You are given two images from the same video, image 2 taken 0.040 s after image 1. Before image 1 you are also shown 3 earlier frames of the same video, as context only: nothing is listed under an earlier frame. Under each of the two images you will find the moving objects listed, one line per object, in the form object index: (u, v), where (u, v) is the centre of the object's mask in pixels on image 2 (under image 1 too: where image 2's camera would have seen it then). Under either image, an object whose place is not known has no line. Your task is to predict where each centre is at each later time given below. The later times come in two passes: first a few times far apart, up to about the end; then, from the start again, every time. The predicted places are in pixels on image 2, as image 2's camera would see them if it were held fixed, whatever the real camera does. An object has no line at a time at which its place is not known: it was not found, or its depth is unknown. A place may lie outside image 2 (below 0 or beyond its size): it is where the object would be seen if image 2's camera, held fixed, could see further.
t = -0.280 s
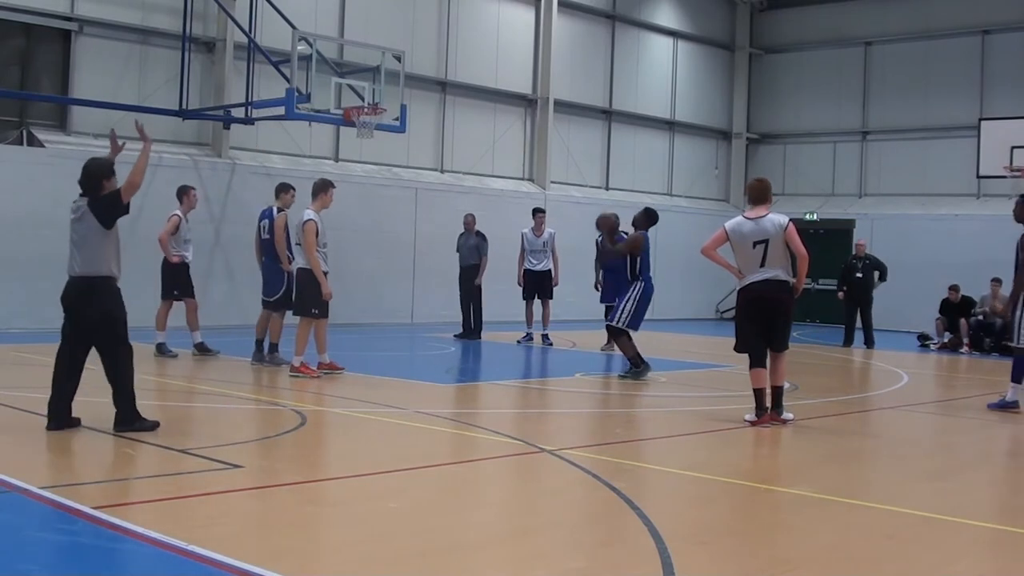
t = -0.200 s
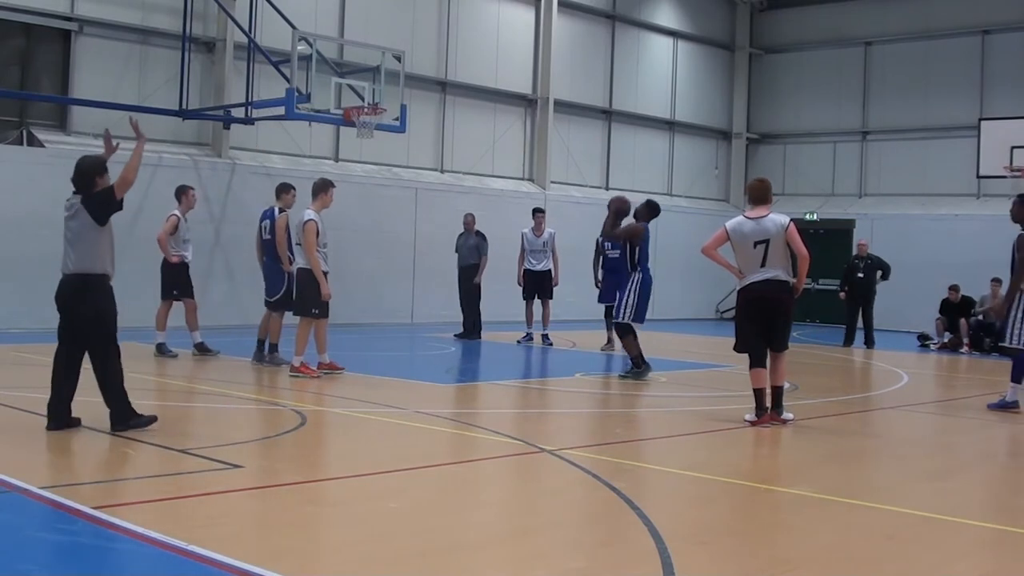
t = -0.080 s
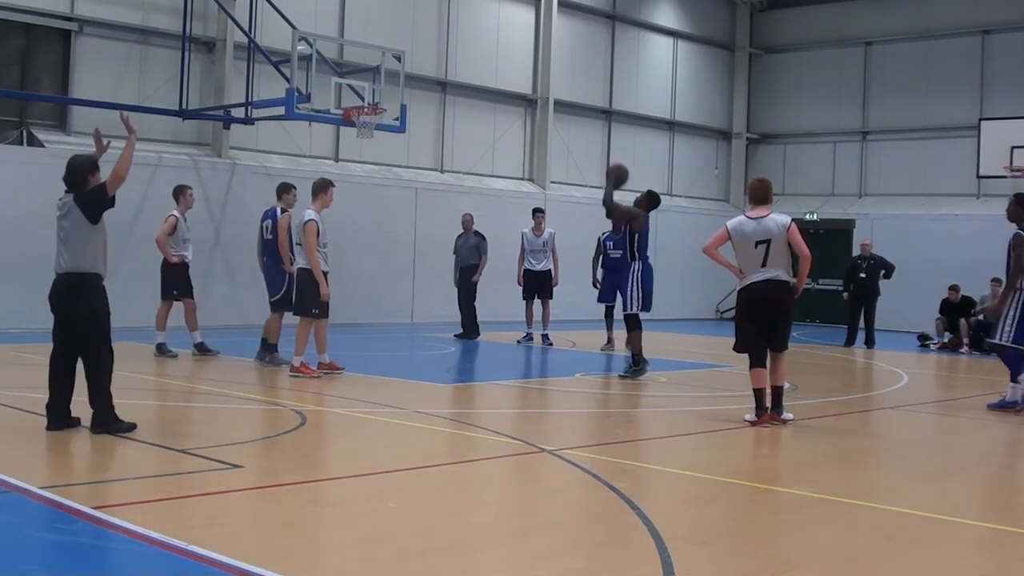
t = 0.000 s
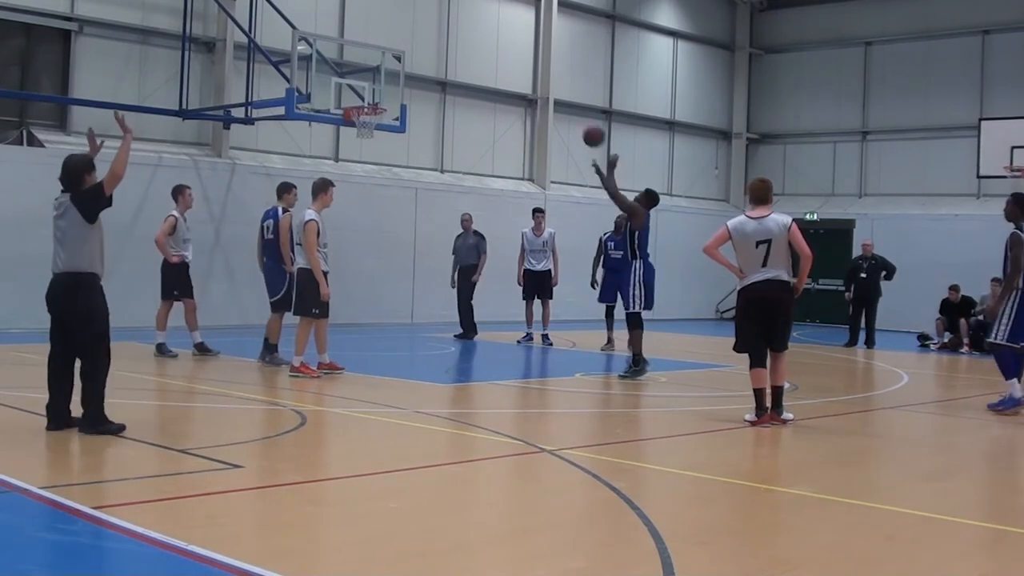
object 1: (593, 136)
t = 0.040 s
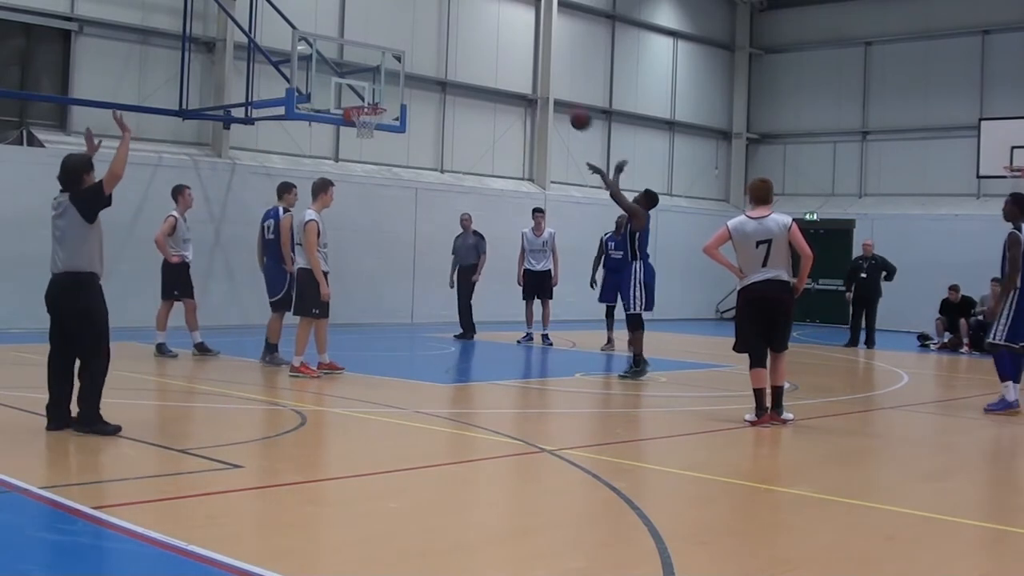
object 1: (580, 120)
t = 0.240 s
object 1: (519, 62)
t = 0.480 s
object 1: (452, 43)
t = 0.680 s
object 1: (401, 62)
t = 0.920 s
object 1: (368, 112)
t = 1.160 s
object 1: (355, 120)
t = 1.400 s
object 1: (371, 123)
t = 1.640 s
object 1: (360, 126)
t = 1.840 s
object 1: (362, 130)
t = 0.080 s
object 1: (567, 104)
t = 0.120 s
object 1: (556, 91)
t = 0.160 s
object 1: (543, 79)
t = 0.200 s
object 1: (531, 70)
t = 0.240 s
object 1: (519, 62)
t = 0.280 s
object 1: (508, 55)
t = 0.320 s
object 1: (496, 50)
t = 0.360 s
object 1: (485, 46)
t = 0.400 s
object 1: (474, 43)
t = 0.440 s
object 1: (463, 42)
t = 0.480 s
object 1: (452, 43)
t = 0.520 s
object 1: (442, 44)
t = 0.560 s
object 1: (431, 47)
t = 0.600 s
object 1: (421, 51)
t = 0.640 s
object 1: (411, 56)
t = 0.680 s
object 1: (401, 62)
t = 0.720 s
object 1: (391, 71)
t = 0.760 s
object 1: (382, 80)
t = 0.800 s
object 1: (372, 89)
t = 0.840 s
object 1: (363, 98)
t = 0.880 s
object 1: (360, 108)
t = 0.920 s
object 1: (368, 112)
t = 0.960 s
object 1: (375, 111)
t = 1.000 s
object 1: (373, 114)
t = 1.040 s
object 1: (364, 115)
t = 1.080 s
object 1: (360, 118)
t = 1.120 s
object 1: (355, 118)
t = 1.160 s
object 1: (355, 120)
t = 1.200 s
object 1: (356, 120)
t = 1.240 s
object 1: (358, 120)
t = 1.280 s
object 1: (362, 123)
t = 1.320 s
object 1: (368, 123)
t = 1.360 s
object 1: (371, 124)
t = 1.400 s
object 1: (371, 123)
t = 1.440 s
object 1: (371, 124)
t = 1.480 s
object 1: (371, 124)
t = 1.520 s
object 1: (369, 125)
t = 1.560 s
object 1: (366, 125)
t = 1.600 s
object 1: (363, 125)
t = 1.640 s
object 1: (360, 126)
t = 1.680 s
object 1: (359, 127)
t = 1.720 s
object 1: (359, 127)
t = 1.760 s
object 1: (359, 128)
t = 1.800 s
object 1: (361, 129)
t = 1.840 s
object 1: (362, 130)
